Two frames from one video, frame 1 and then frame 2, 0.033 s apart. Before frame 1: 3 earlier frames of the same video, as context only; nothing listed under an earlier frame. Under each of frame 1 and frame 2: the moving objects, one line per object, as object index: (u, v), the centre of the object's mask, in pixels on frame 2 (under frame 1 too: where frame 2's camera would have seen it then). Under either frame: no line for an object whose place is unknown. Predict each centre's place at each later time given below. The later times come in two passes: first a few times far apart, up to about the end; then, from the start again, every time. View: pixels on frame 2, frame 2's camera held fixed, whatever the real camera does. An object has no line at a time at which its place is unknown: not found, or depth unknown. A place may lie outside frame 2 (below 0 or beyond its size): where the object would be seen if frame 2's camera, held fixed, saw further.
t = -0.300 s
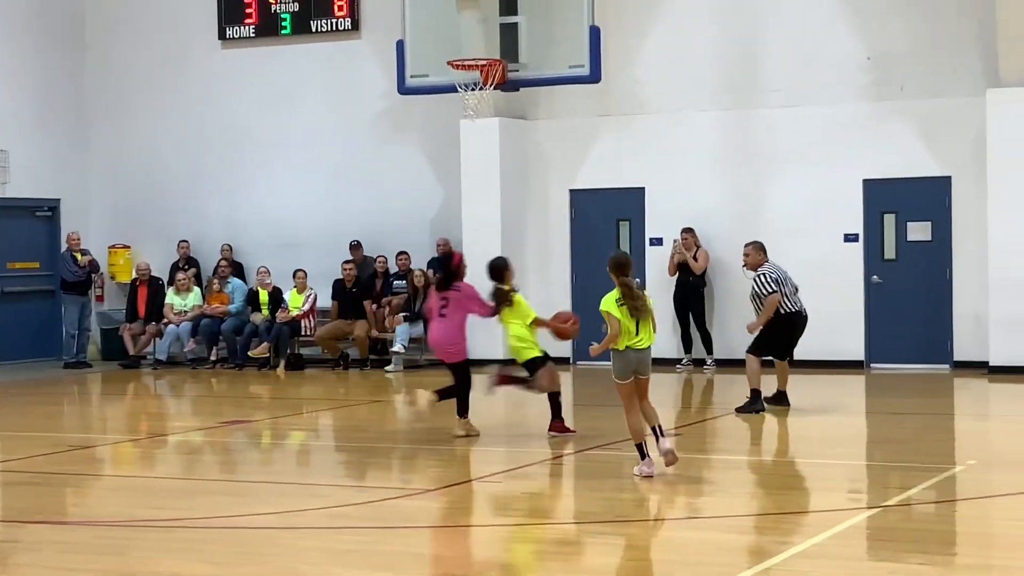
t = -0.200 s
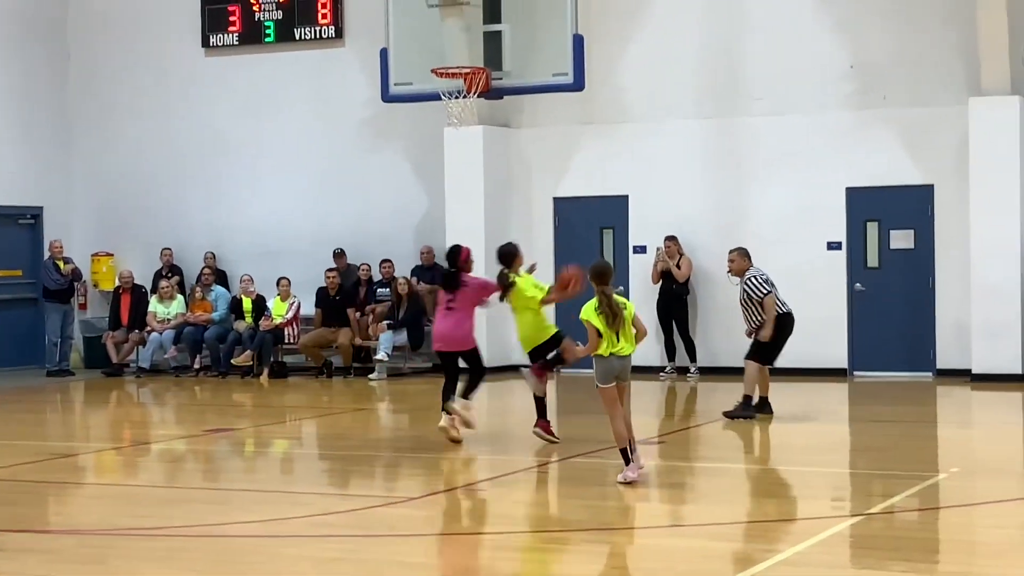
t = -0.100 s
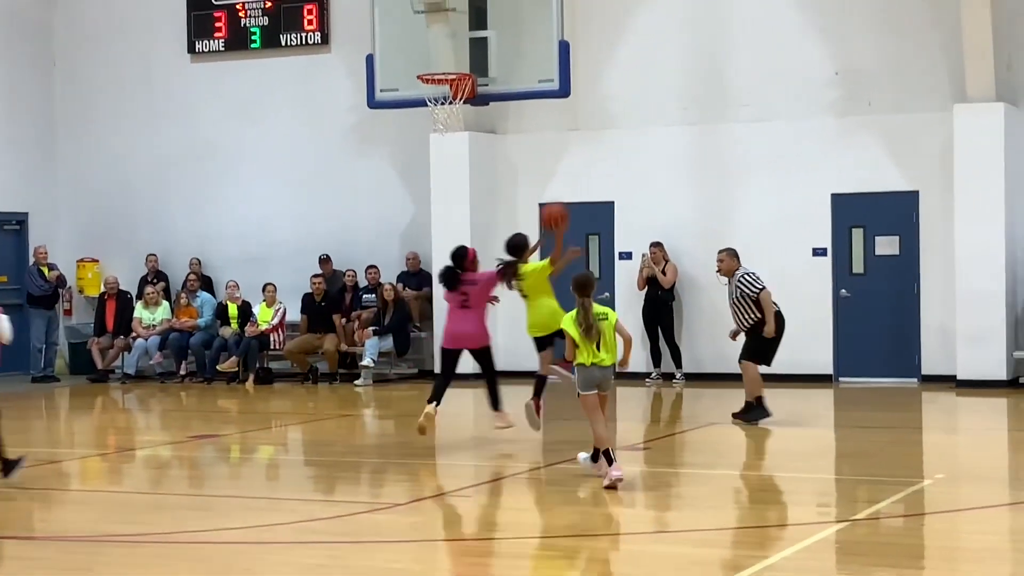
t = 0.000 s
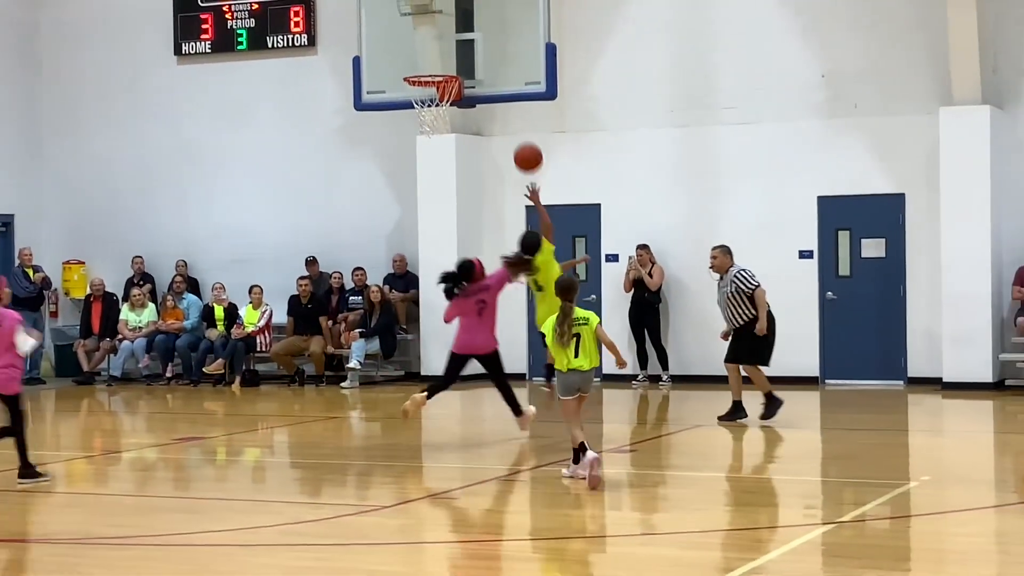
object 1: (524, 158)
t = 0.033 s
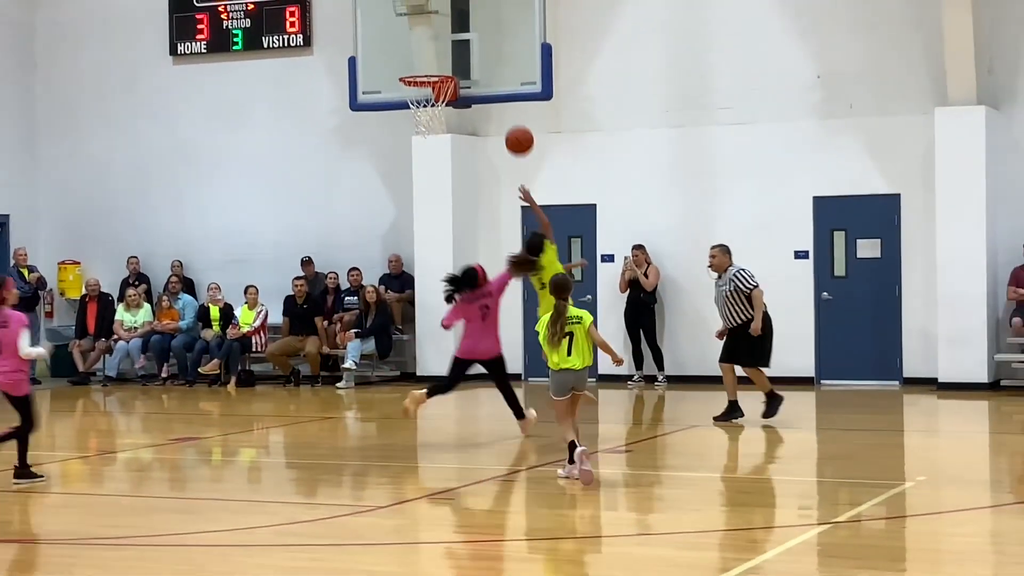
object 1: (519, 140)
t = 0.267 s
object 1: (491, 64)
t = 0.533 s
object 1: (442, 67)
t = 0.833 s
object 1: (411, 126)
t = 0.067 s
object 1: (515, 125)
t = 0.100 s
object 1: (511, 112)
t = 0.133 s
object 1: (507, 99)
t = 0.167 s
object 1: (503, 89)
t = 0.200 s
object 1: (499, 79)
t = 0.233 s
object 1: (495, 70)
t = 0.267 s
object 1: (491, 64)
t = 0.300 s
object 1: (488, 59)
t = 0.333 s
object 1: (484, 55)
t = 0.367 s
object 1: (481, 53)
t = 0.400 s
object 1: (475, 53)
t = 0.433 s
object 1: (467, 55)
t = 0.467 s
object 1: (459, 57)
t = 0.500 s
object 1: (450, 62)
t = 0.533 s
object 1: (442, 67)
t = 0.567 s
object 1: (434, 70)
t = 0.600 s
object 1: (428, 80)
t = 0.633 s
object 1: (423, 87)
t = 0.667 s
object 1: (416, 97)
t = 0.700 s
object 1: (415, 102)
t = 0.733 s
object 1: (412, 109)
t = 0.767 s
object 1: (410, 113)
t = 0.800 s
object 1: (410, 116)
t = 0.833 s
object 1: (411, 126)
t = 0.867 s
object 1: (410, 129)
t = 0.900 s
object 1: (410, 132)
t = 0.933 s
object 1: (411, 136)
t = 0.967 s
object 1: (413, 141)
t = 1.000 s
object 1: (412, 147)
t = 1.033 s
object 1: (410, 154)
